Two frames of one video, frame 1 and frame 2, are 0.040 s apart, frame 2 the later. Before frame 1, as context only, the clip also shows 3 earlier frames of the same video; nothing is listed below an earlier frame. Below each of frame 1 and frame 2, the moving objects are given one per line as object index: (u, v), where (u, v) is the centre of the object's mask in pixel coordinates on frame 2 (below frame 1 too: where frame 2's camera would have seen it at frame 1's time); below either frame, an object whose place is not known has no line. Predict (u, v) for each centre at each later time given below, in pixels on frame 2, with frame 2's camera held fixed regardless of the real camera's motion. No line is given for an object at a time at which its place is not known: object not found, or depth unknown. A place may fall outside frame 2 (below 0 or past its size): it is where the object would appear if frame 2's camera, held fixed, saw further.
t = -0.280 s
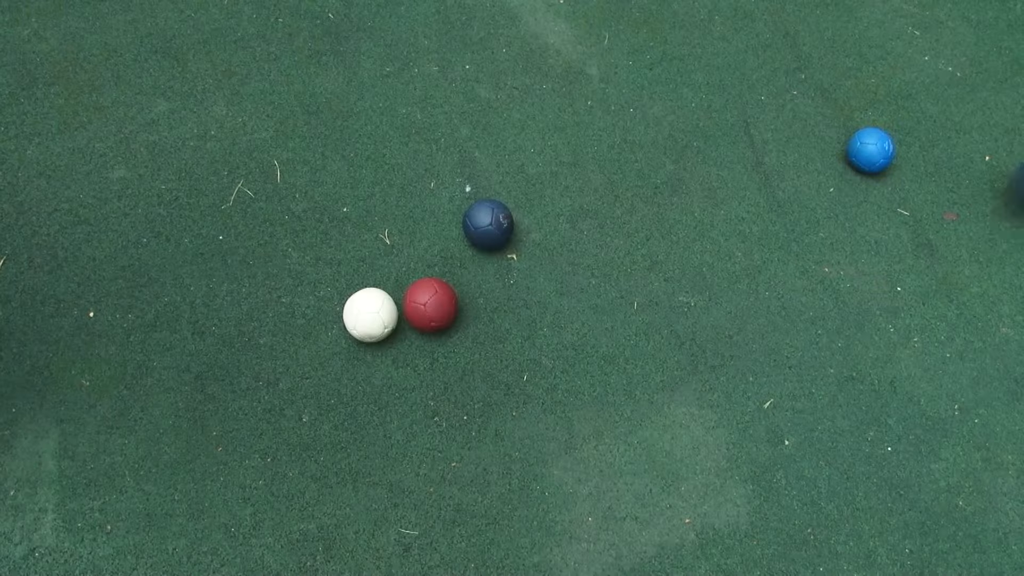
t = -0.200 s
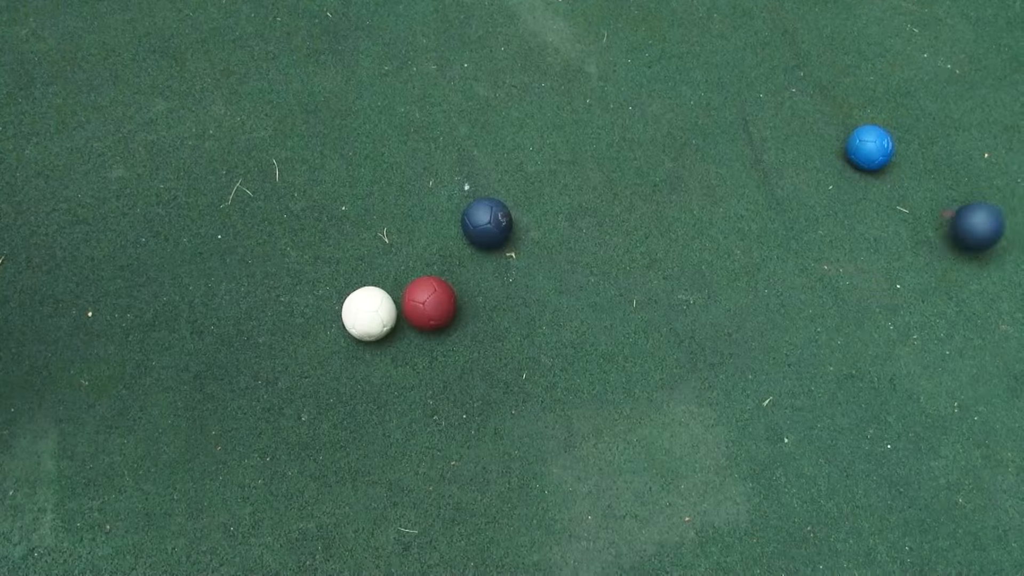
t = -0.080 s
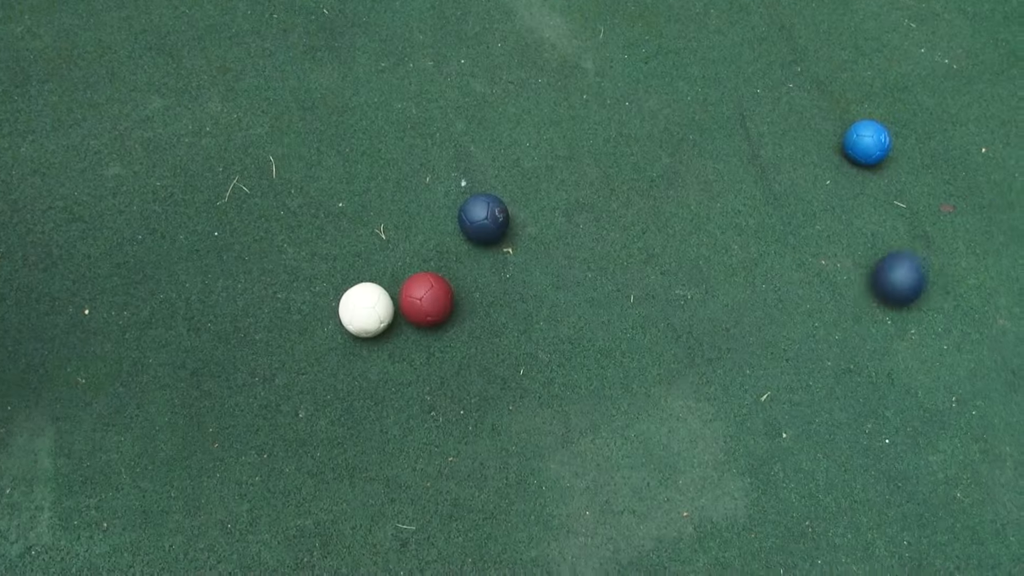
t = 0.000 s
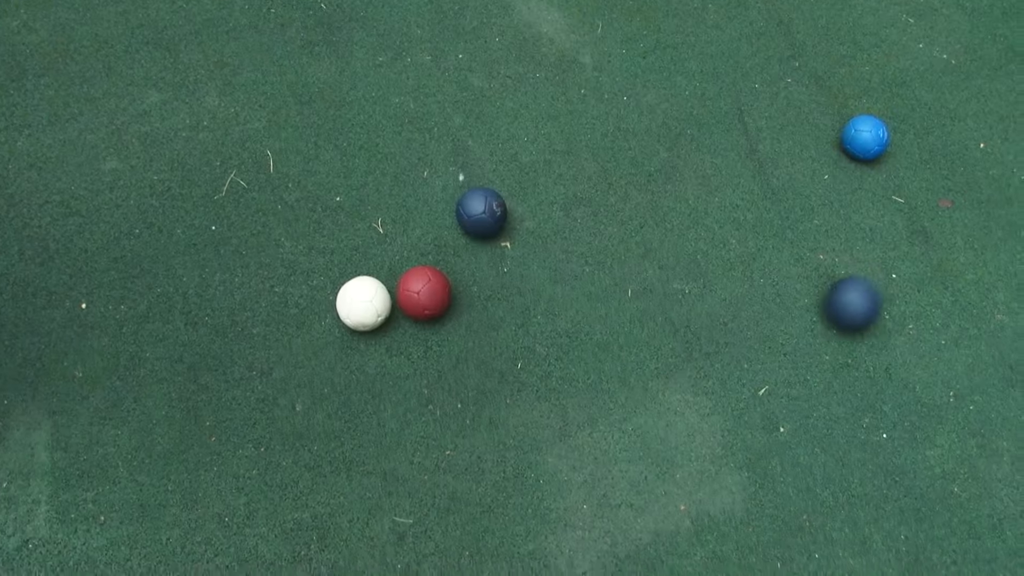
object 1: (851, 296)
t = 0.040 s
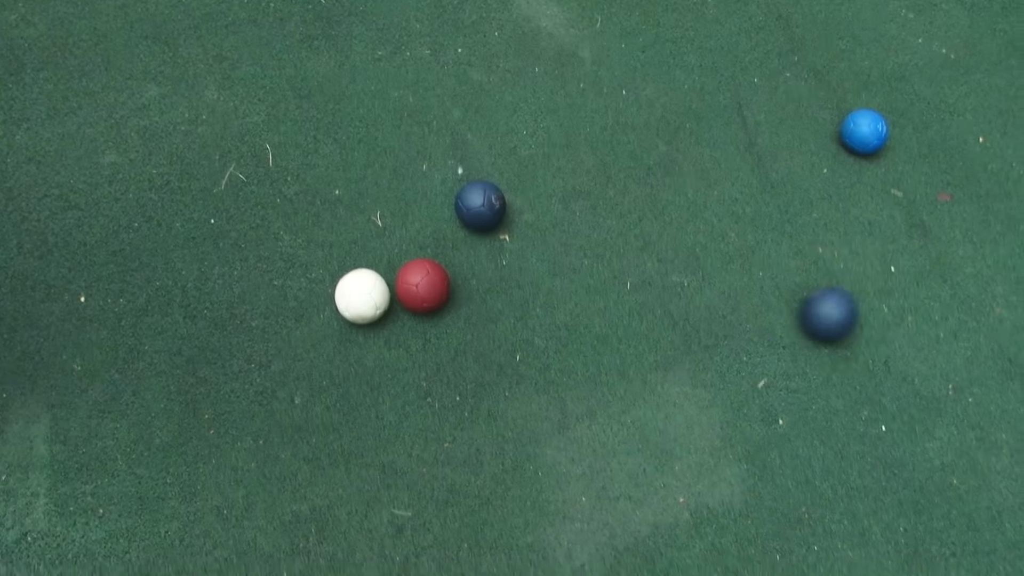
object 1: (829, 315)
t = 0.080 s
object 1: (806, 332)
